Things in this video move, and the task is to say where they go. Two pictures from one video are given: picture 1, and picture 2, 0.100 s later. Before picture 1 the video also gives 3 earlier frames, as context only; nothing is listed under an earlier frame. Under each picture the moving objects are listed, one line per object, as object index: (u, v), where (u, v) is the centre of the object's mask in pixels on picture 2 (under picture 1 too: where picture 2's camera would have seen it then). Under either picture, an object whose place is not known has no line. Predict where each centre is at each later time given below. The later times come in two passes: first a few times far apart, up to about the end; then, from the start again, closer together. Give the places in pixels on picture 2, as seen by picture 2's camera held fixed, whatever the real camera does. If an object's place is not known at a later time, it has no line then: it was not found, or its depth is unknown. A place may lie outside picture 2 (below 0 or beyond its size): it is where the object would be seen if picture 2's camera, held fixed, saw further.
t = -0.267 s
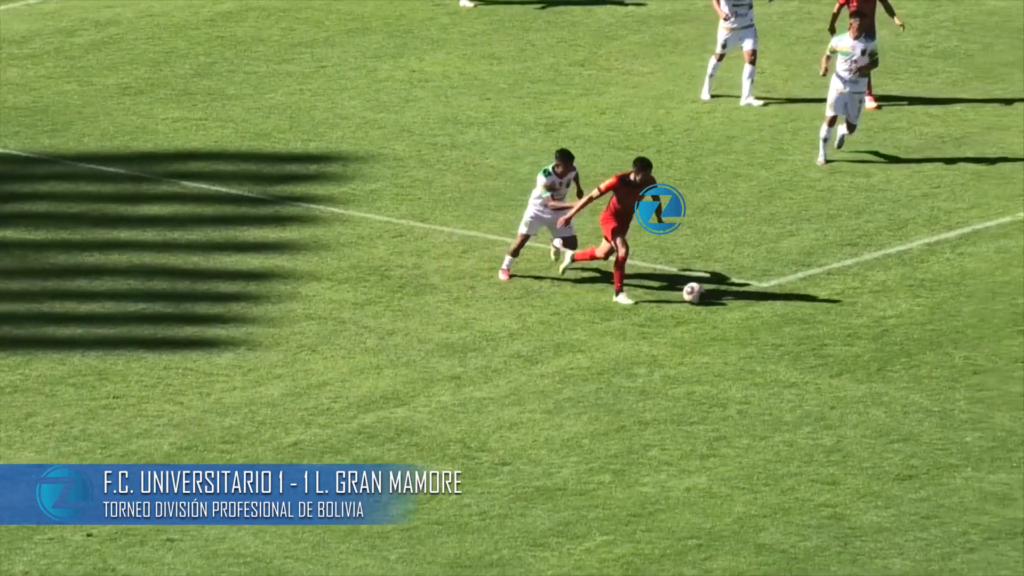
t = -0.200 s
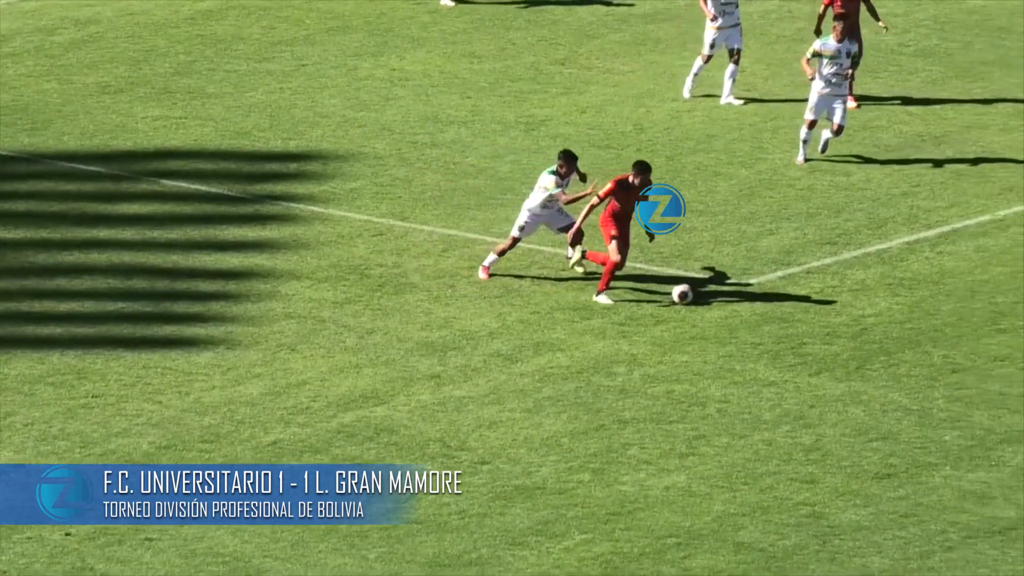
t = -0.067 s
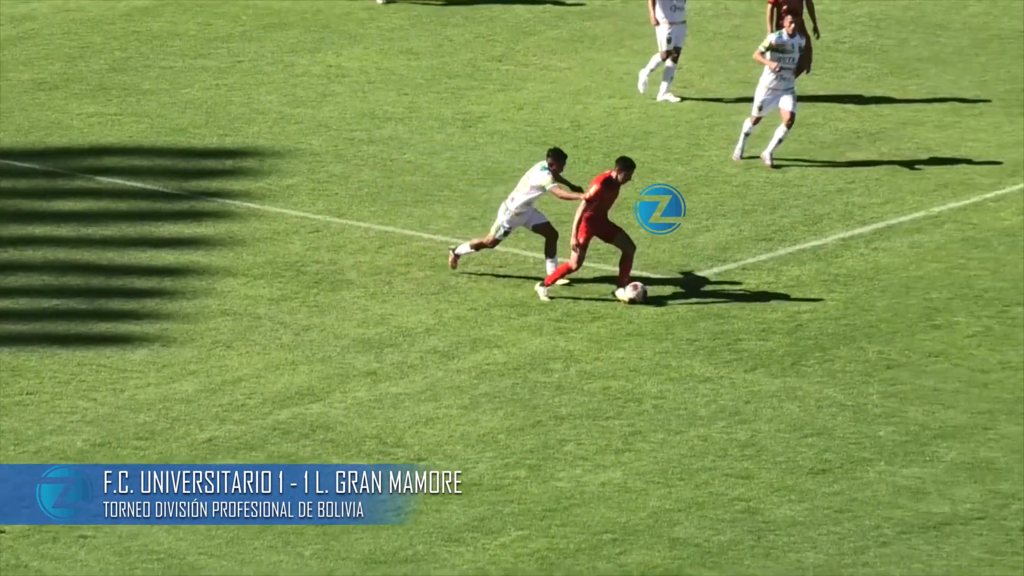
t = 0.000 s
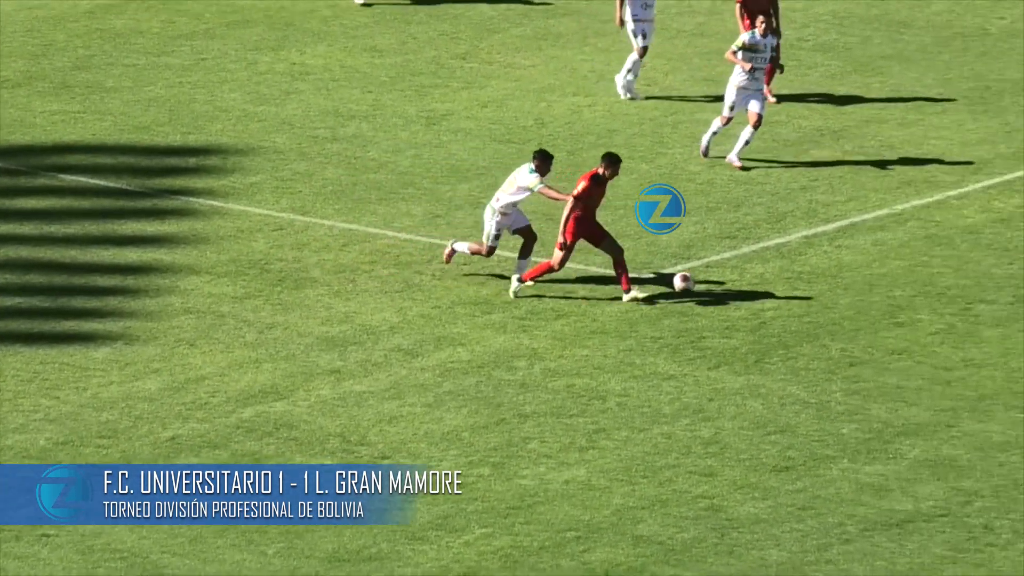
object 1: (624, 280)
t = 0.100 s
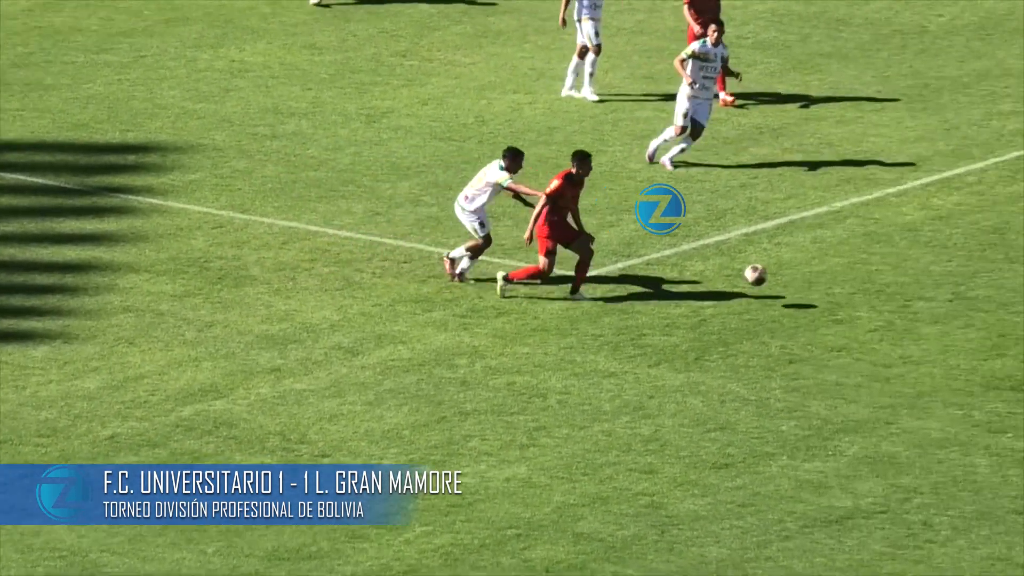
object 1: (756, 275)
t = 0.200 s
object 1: (888, 279)
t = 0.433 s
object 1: (1197, 307)
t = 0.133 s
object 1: (800, 275)
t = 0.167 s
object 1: (844, 277)
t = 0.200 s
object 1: (888, 279)
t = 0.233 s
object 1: (933, 282)
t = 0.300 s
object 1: (1023, 292)
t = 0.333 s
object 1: (1069, 298)
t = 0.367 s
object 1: (1116, 307)
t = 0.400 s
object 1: (1159, 310)
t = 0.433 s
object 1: (1197, 307)
